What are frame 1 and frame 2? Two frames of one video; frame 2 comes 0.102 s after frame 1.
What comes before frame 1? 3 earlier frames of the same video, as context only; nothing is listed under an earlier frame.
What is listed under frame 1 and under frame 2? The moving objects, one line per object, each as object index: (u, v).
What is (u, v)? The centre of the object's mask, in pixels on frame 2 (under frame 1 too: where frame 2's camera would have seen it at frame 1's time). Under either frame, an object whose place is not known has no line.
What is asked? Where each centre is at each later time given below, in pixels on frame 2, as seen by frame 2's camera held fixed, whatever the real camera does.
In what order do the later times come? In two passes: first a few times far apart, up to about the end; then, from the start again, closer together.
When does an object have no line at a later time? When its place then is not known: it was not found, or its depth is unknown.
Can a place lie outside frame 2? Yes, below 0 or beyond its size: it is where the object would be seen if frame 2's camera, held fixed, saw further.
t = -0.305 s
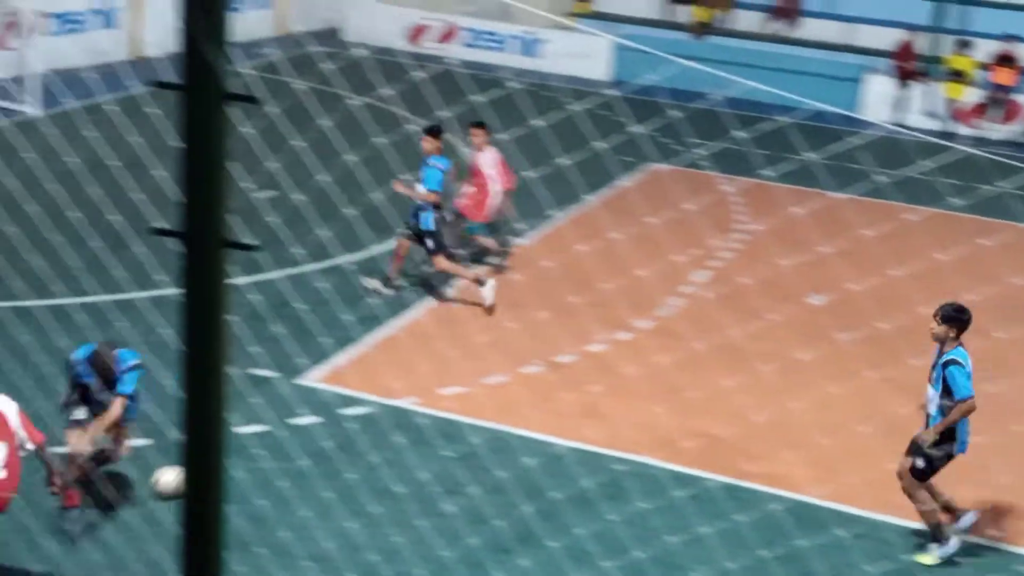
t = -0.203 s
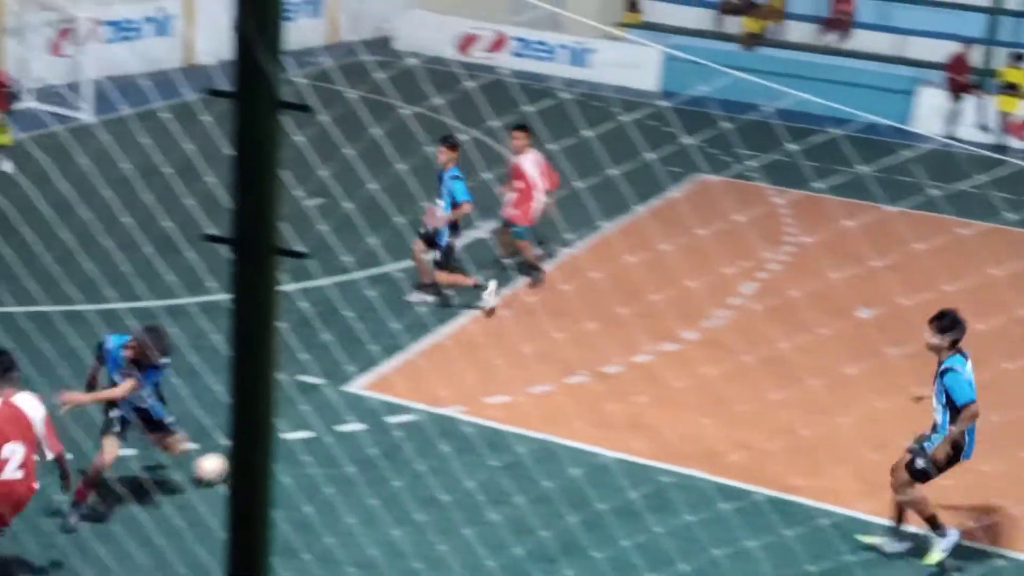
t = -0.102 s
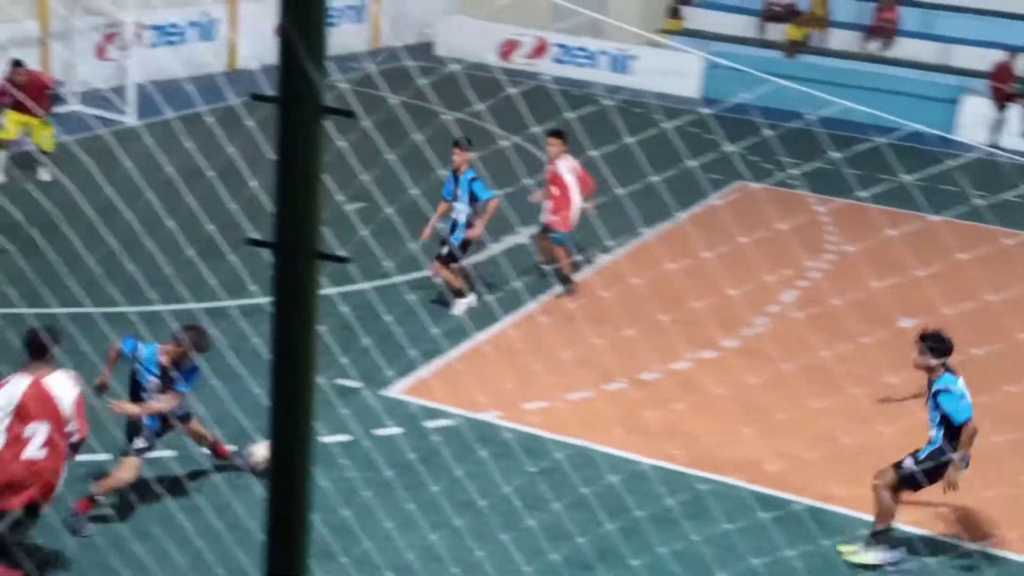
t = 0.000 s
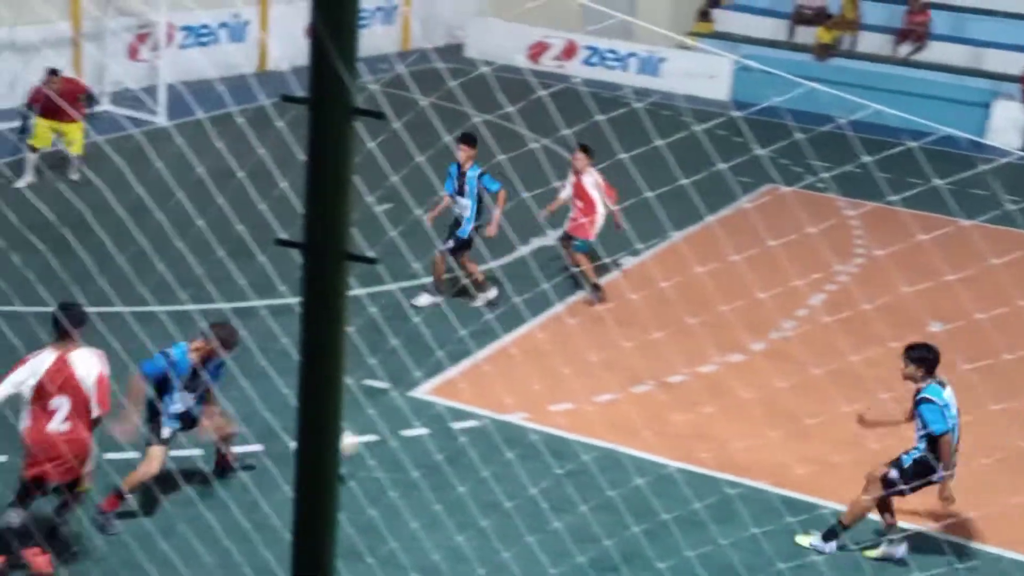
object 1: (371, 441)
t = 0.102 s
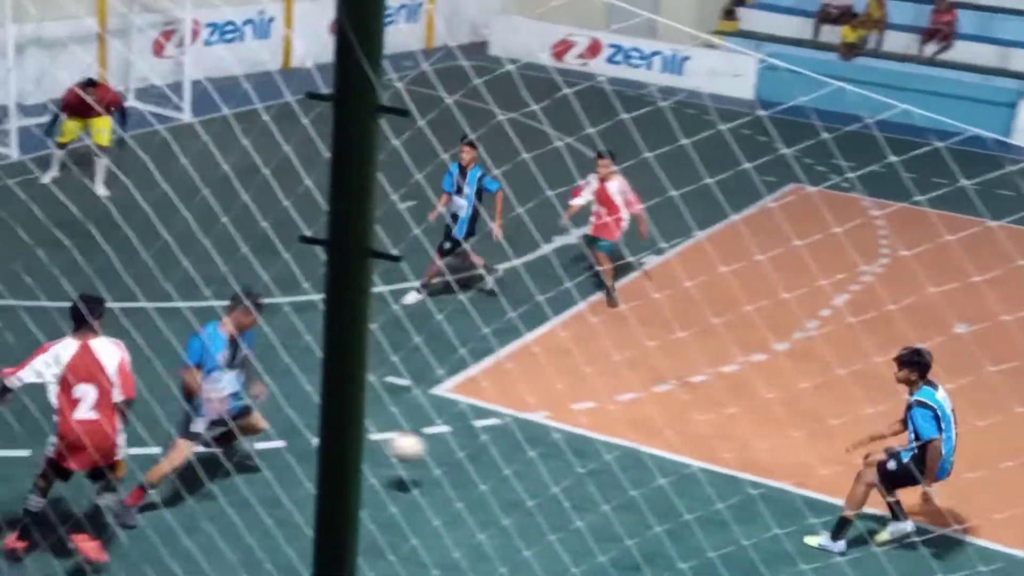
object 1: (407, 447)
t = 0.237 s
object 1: (464, 478)
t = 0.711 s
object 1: (604, 507)
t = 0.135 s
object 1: (421, 451)
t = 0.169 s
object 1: (435, 457)
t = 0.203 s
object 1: (450, 465)
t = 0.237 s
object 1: (464, 478)
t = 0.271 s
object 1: (478, 488)
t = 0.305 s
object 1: (491, 500)
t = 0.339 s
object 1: (503, 499)
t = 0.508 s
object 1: (550, 494)
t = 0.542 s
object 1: (558, 497)
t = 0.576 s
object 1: (567, 502)
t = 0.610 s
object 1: (575, 509)
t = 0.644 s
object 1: (584, 510)
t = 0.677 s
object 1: (594, 508)
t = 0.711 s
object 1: (604, 507)
